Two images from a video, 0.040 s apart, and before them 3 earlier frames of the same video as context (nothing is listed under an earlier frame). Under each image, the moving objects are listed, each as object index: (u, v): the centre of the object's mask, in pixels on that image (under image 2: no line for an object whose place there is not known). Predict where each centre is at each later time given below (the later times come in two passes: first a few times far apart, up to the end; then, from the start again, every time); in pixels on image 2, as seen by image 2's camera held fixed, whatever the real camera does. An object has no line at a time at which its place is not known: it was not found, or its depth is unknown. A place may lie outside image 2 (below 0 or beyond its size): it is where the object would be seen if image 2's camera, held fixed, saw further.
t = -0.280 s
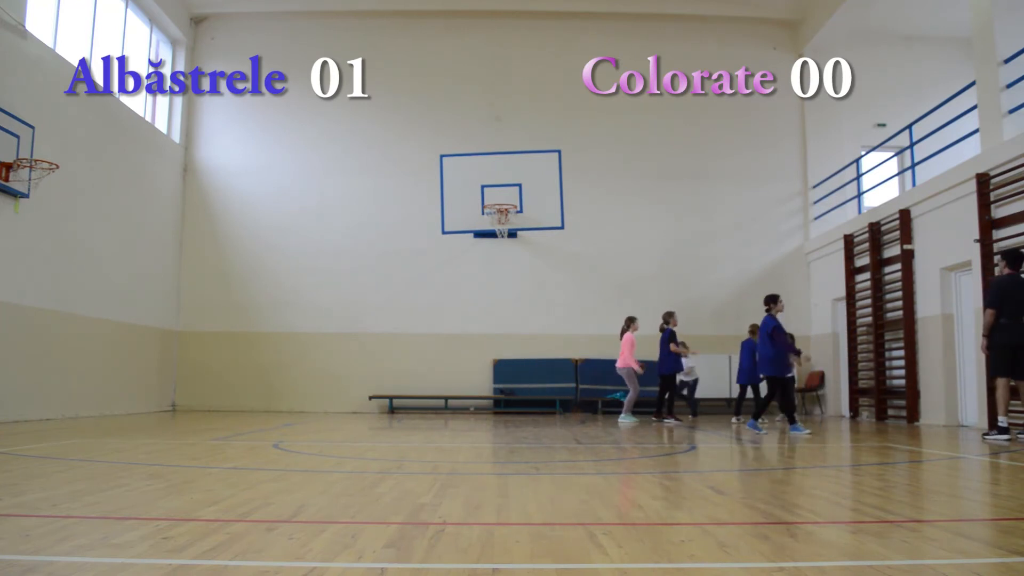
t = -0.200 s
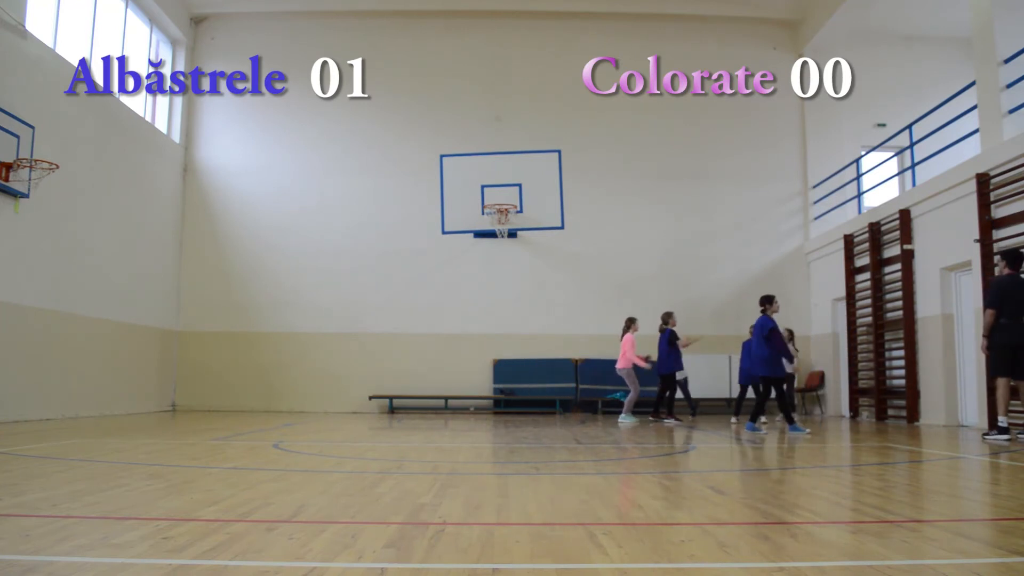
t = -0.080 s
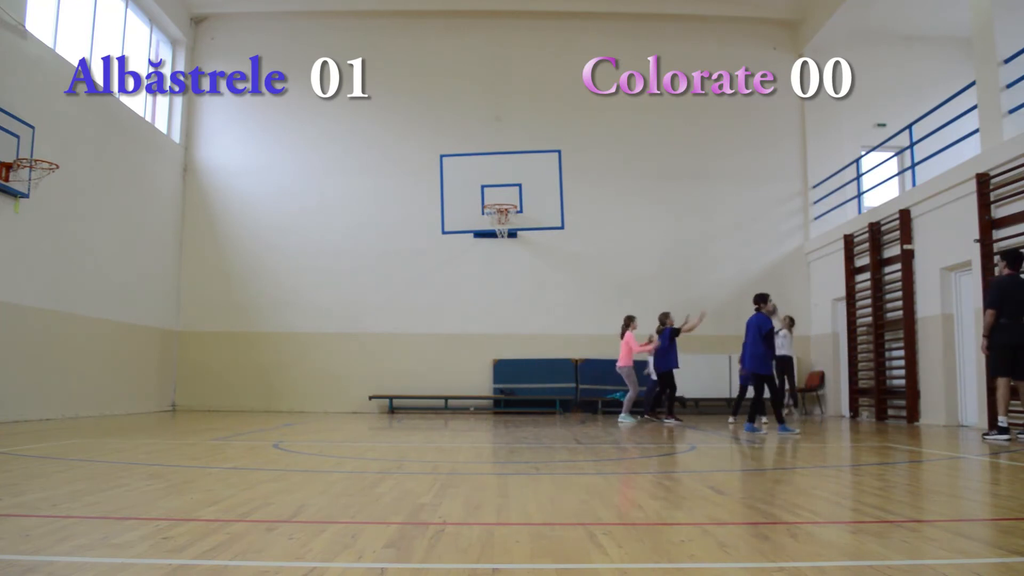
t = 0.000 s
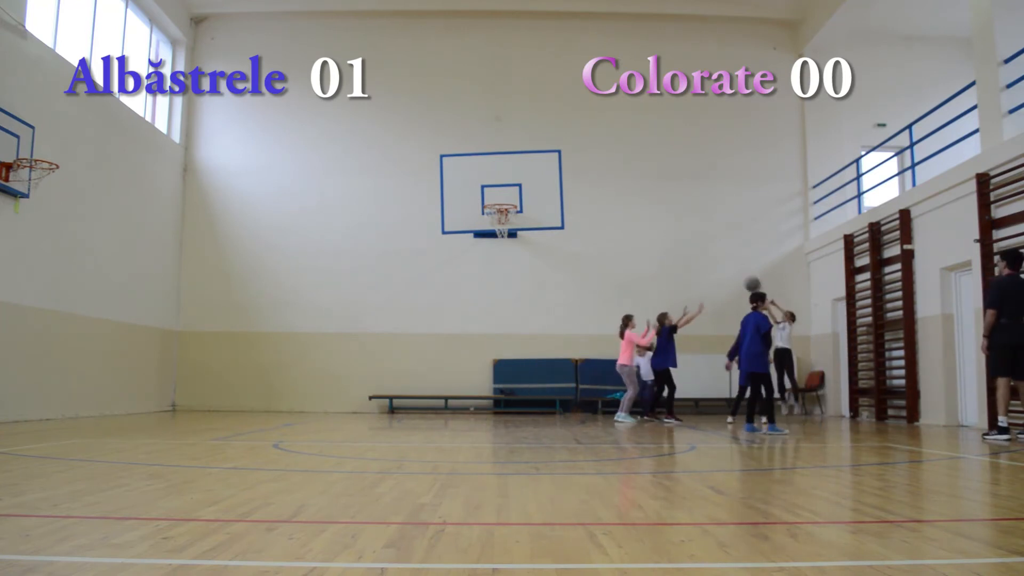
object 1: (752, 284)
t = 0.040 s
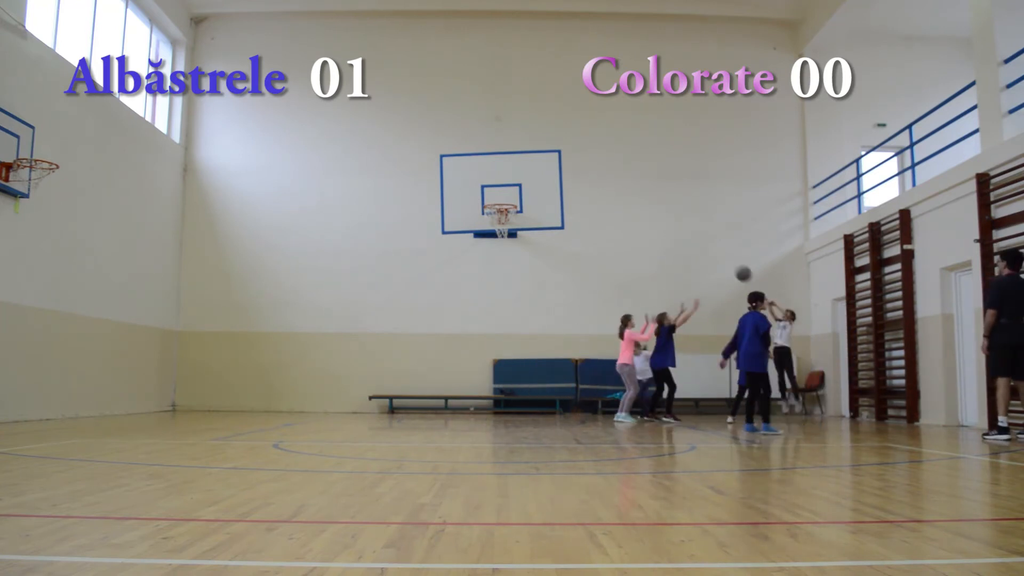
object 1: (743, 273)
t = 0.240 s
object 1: (696, 234)
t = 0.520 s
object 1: (630, 224)
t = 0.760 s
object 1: (573, 256)
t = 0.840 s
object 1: (554, 276)
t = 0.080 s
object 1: (734, 264)
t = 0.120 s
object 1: (724, 255)
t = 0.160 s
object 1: (715, 247)
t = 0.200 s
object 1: (705, 240)
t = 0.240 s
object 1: (696, 234)
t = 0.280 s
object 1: (686, 230)
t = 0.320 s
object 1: (677, 226)
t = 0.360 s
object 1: (668, 223)
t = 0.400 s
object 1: (658, 222)
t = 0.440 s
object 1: (649, 222)
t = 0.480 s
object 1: (639, 222)
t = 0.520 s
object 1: (630, 224)
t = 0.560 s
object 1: (621, 226)
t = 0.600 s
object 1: (611, 230)
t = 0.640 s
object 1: (601, 235)
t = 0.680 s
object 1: (592, 241)
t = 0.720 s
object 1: (582, 248)
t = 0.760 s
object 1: (573, 256)
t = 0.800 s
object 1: (563, 265)
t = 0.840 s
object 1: (554, 276)
